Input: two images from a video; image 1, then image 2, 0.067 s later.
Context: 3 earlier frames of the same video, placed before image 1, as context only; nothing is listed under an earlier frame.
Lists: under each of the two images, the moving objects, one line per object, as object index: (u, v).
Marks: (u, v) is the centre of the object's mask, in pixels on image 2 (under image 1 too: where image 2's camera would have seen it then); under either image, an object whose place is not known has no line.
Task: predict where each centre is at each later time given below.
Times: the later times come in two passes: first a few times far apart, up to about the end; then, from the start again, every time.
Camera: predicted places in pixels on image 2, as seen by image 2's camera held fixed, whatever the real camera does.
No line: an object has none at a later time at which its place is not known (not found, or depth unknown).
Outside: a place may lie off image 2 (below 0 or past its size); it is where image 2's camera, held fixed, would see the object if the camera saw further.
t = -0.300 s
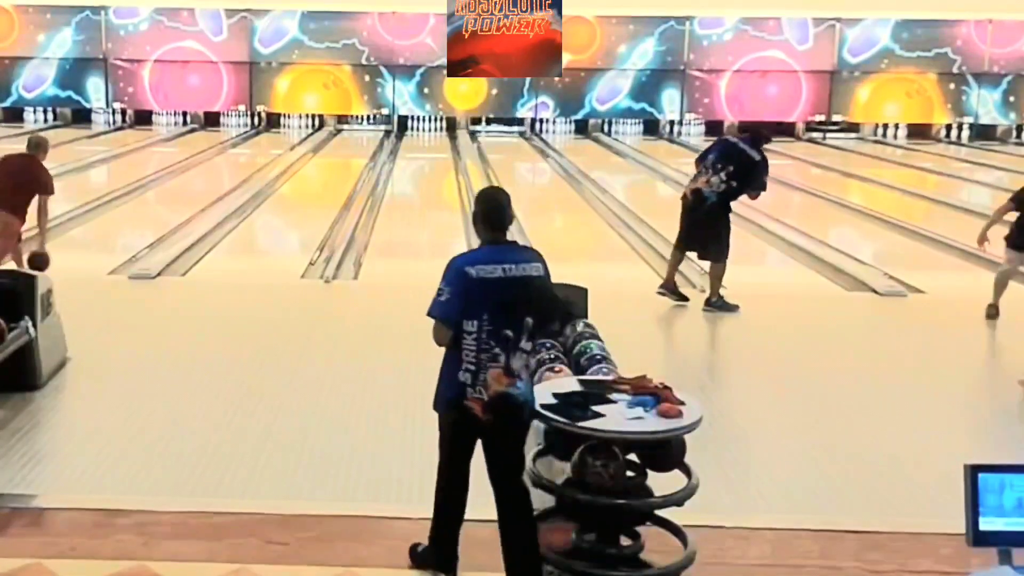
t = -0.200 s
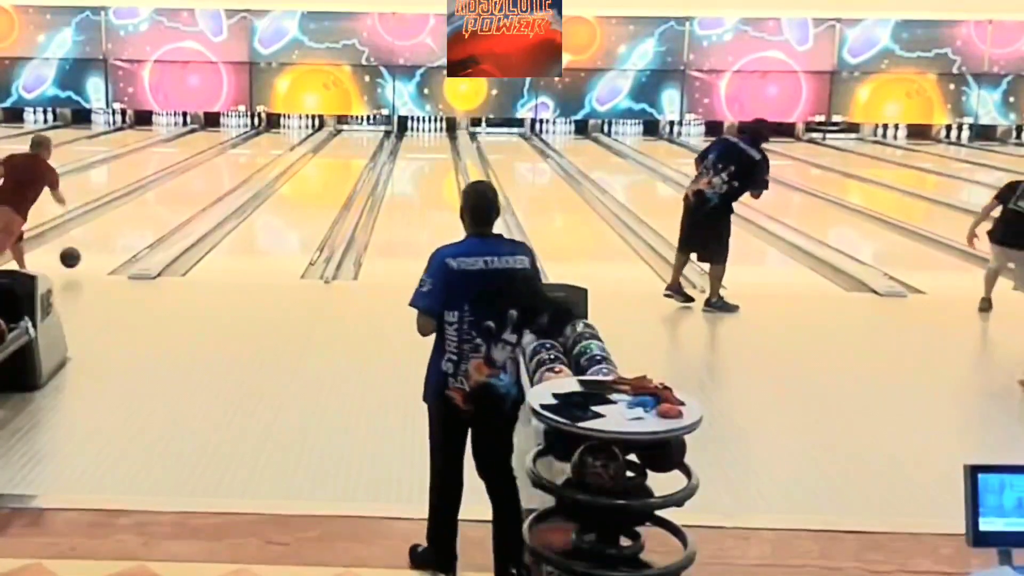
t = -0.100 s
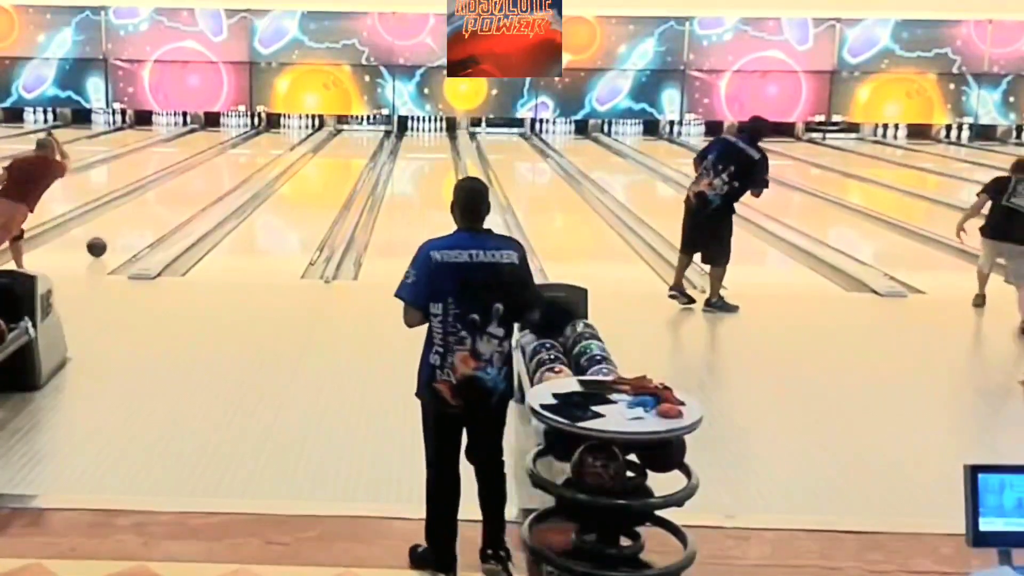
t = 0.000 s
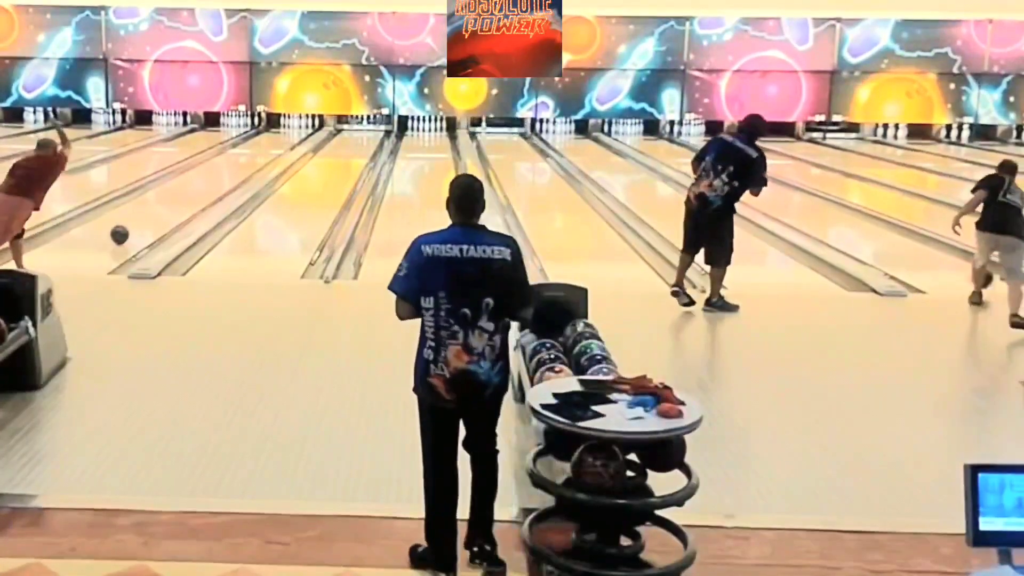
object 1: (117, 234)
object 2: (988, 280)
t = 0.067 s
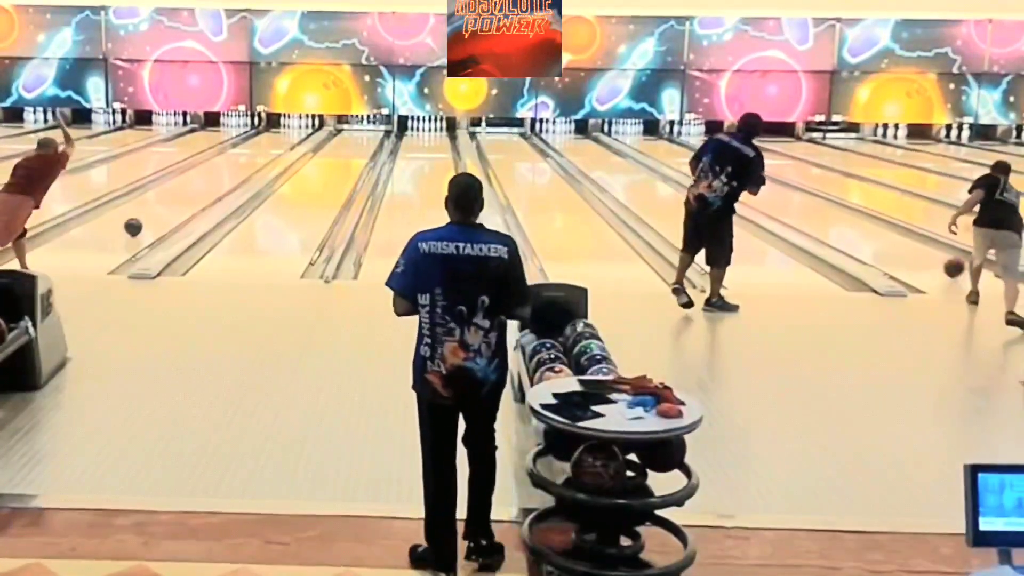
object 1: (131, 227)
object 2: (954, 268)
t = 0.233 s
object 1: (161, 211)
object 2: (895, 244)
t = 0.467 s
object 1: (192, 193)
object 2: (836, 218)
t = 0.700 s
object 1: (219, 179)
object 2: (788, 198)
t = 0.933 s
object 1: (239, 167)
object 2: (750, 182)
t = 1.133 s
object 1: (254, 158)
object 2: (723, 171)
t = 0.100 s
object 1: (138, 223)
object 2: (941, 263)
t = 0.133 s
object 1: (144, 220)
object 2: (928, 258)
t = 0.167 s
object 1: (150, 217)
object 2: (917, 253)
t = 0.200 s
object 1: (156, 214)
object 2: (906, 249)
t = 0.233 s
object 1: (161, 211)
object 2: (895, 244)
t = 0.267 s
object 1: (166, 208)
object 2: (885, 240)
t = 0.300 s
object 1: (169, 206)
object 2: (880, 238)
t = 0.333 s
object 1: (174, 204)
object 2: (870, 233)
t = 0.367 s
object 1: (180, 201)
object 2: (861, 229)
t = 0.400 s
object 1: (184, 198)
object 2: (853, 225)
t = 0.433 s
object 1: (188, 196)
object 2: (844, 222)
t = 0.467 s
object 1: (192, 193)
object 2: (836, 218)
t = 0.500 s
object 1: (196, 191)
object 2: (828, 215)
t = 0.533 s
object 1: (200, 189)
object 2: (821, 212)
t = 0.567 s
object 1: (204, 187)
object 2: (814, 209)
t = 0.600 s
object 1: (208, 184)
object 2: (807, 206)
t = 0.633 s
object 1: (212, 182)
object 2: (800, 203)
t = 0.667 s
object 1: (215, 180)
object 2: (794, 201)
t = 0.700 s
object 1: (219, 179)
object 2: (788, 198)
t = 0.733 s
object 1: (222, 177)
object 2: (782, 196)
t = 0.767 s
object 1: (225, 175)
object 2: (776, 193)
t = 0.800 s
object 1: (228, 173)
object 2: (770, 191)
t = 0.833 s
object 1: (231, 171)
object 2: (765, 188)
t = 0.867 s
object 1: (234, 170)
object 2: (760, 186)
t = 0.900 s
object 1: (237, 168)
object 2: (755, 184)
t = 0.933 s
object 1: (239, 167)
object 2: (750, 182)
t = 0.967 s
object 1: (242, 165)
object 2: (745, 180)
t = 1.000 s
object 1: (244, 164)
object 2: (741, 178)
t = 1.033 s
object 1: (247, 163)
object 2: (736, 176)
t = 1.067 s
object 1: (249, 161)
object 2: (732, 174)
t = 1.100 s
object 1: (252, 160)
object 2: (727, 172)
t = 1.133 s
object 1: (254, 158)
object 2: (723, 171)
